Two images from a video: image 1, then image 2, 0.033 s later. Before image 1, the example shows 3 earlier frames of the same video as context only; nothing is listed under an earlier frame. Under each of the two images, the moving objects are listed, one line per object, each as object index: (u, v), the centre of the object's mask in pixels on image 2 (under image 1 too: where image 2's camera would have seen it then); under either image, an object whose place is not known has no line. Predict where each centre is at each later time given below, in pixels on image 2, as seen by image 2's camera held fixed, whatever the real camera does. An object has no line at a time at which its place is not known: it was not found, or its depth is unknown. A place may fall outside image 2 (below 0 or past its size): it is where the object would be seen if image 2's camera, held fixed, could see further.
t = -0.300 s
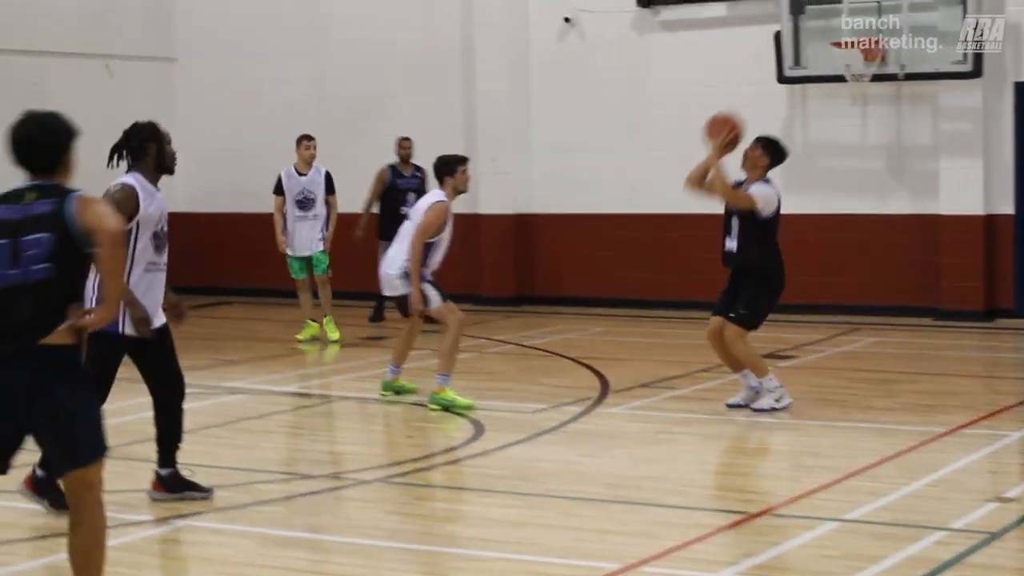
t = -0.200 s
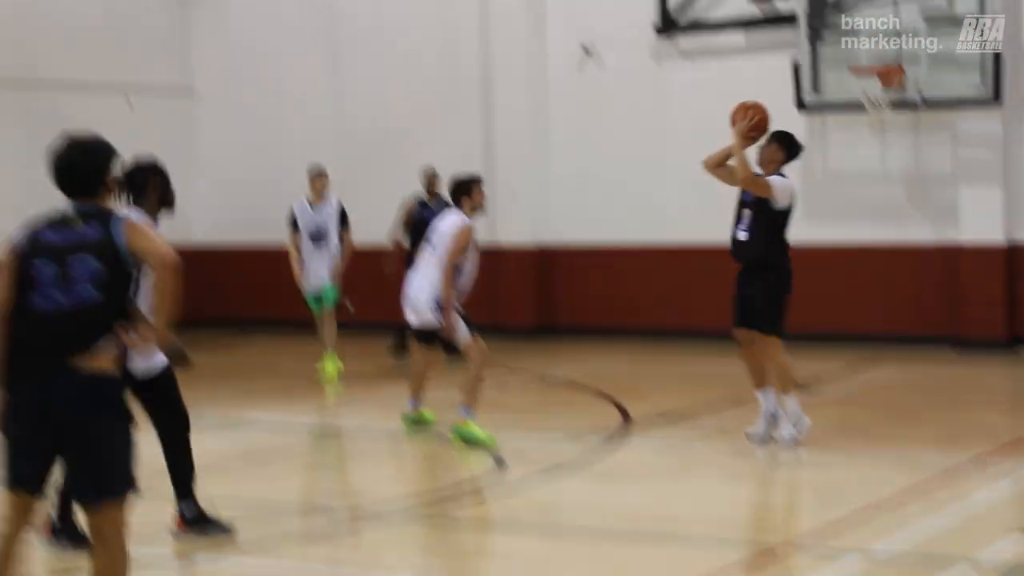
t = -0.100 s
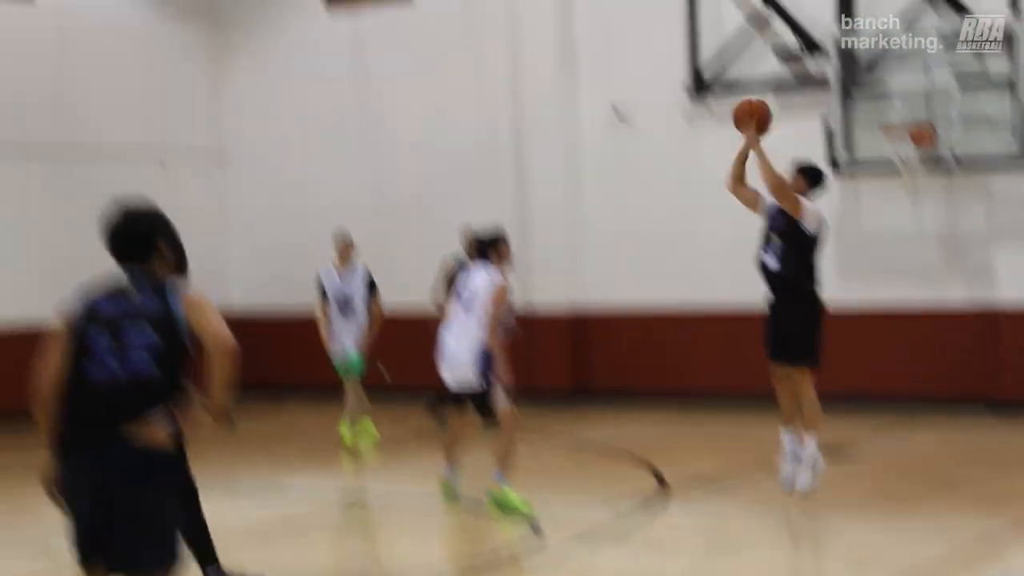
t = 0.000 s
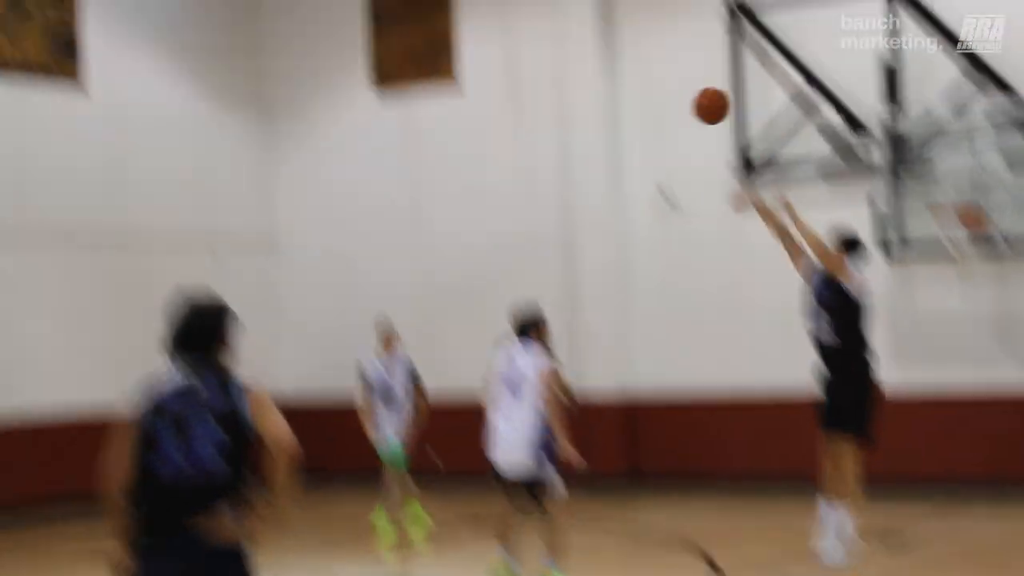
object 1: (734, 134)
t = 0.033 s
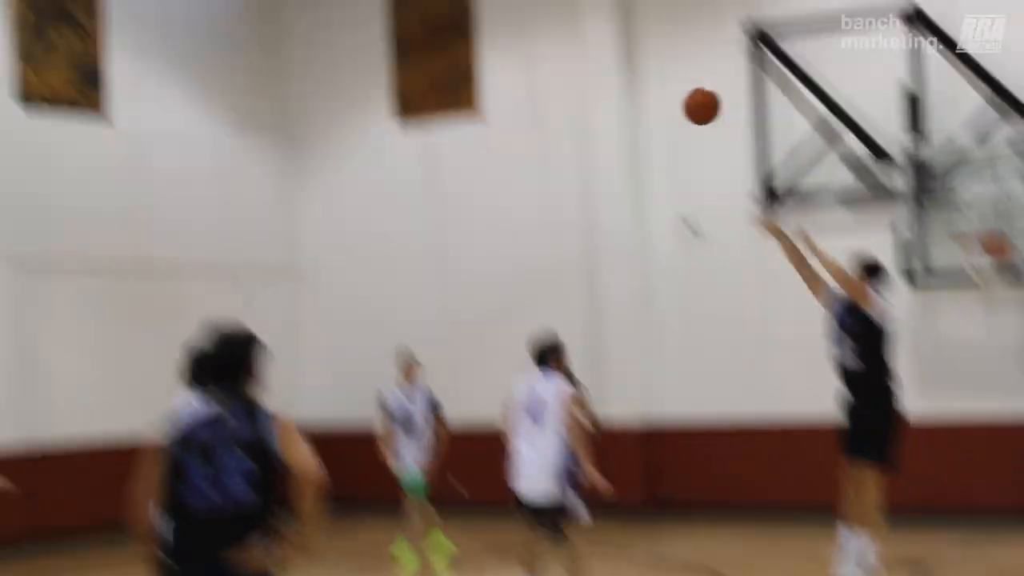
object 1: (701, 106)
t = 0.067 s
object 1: (670, 80)
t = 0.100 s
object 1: (639, 55)
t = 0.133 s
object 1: (615, 32)
